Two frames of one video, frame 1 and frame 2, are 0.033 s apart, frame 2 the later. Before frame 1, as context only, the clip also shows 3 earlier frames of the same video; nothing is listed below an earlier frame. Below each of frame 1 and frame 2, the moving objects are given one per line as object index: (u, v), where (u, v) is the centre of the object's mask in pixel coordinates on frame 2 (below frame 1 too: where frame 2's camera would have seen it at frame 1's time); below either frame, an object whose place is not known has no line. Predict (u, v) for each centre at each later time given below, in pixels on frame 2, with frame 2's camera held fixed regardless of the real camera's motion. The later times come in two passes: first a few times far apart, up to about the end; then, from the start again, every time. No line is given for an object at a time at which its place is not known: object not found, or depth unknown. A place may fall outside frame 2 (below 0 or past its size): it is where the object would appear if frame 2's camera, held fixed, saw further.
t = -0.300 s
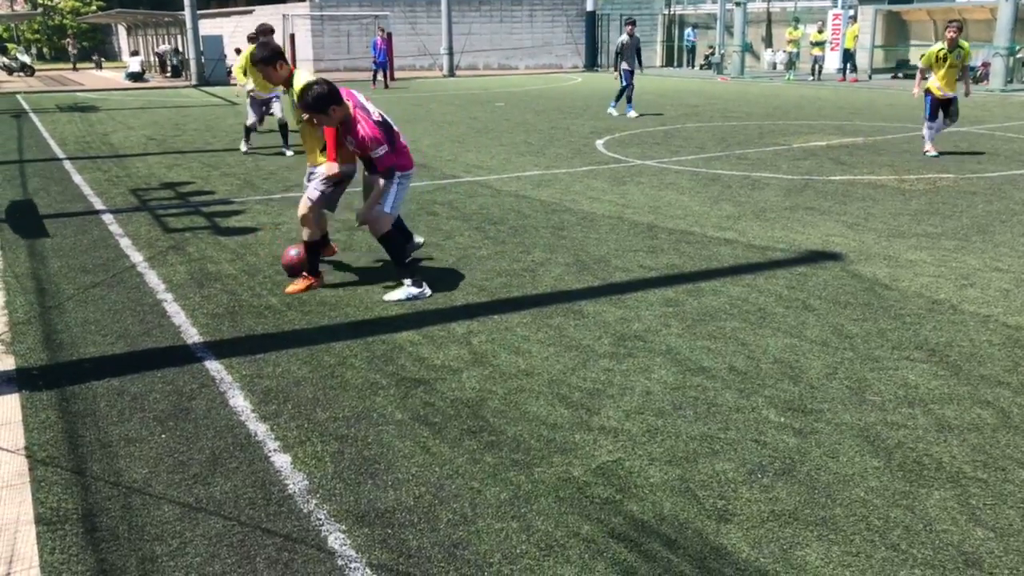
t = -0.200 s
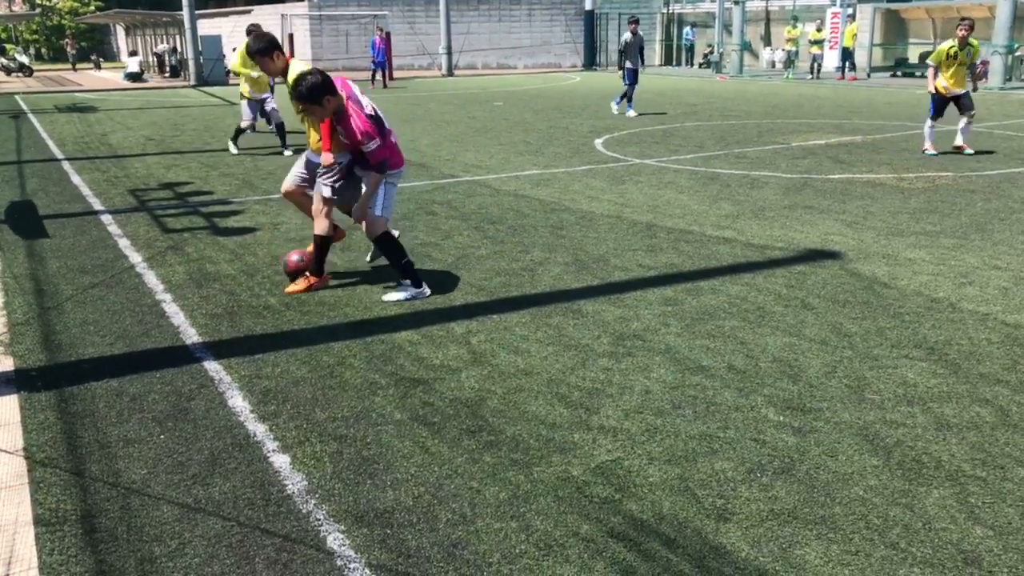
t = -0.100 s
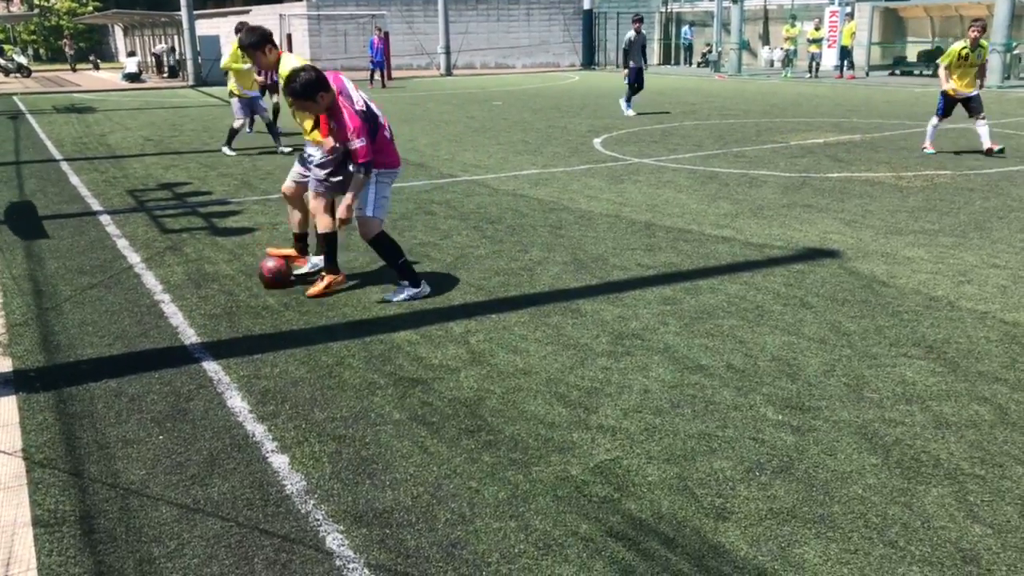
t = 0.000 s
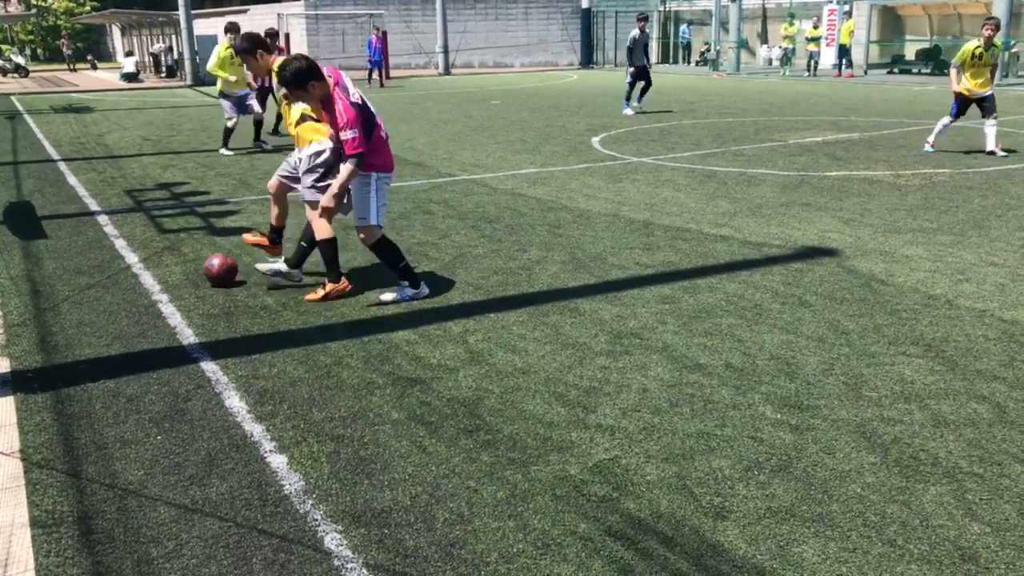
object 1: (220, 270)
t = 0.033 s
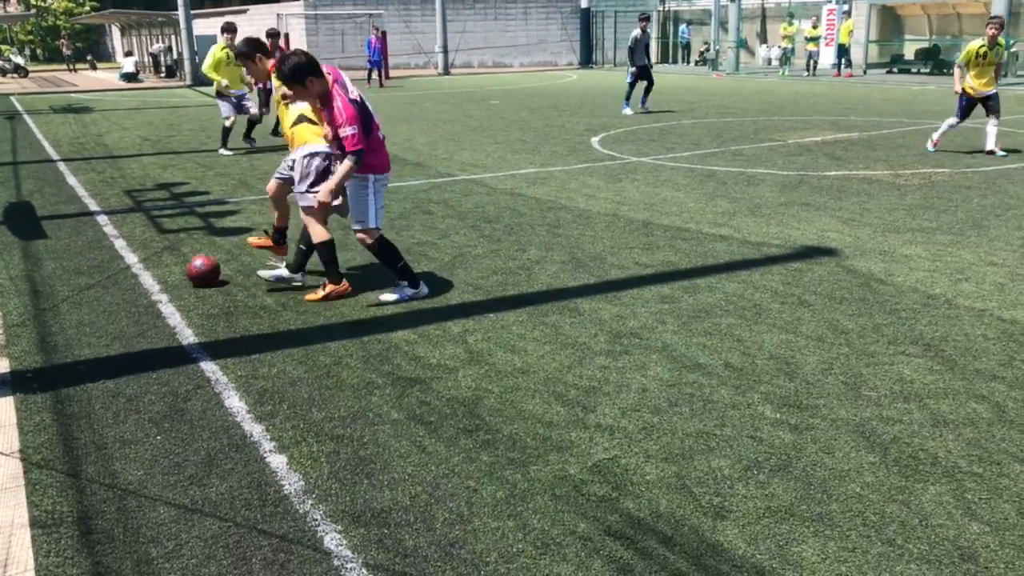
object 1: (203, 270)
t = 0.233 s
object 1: (128, 266)
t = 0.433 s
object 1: (69, 263)
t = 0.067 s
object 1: (188, 269)
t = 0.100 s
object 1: (174, 268)
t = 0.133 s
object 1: (160, 269)
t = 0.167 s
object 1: (148, 267)
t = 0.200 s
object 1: (138, 265)
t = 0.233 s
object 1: (128, 266)
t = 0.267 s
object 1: (117, 265)
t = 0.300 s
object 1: (108, 265)
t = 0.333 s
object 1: (98, 264)
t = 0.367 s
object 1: (88, 265)
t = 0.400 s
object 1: (79, 264)
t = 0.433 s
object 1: (69, 263)
